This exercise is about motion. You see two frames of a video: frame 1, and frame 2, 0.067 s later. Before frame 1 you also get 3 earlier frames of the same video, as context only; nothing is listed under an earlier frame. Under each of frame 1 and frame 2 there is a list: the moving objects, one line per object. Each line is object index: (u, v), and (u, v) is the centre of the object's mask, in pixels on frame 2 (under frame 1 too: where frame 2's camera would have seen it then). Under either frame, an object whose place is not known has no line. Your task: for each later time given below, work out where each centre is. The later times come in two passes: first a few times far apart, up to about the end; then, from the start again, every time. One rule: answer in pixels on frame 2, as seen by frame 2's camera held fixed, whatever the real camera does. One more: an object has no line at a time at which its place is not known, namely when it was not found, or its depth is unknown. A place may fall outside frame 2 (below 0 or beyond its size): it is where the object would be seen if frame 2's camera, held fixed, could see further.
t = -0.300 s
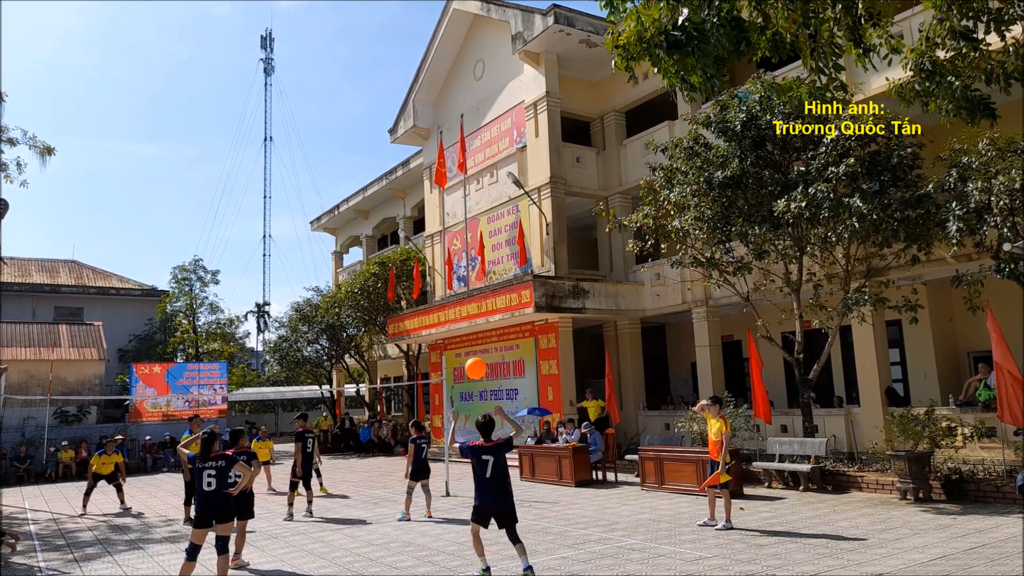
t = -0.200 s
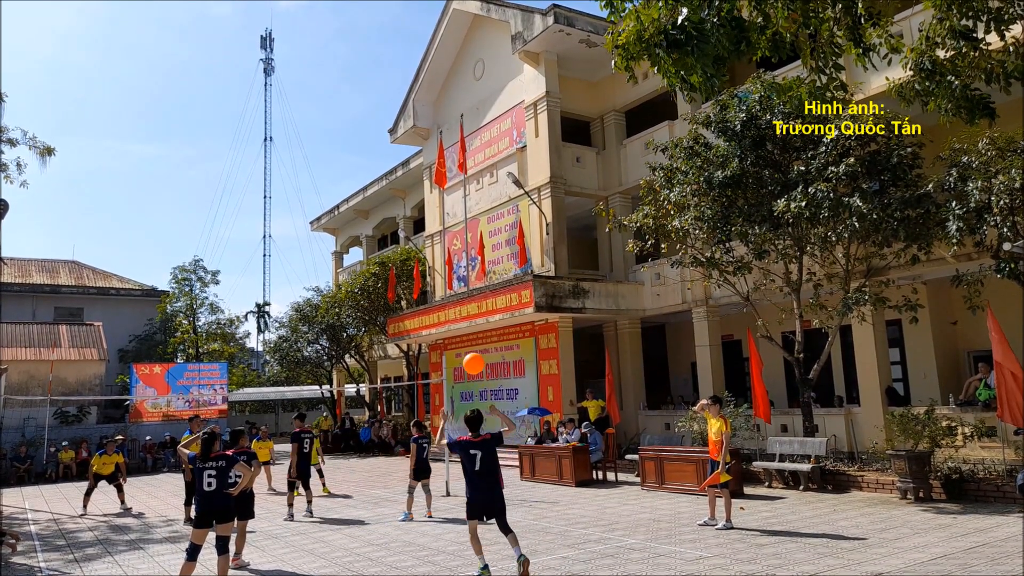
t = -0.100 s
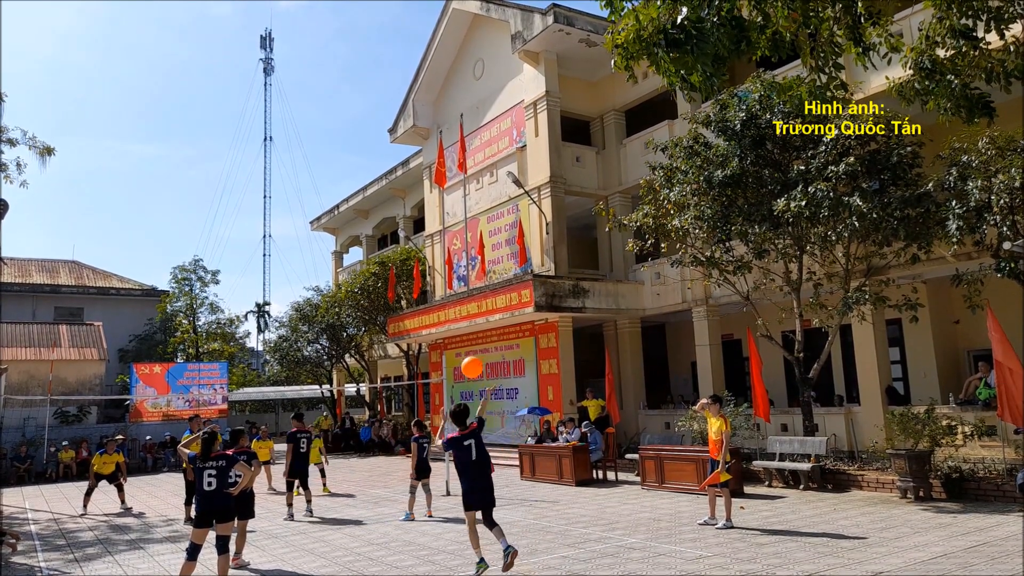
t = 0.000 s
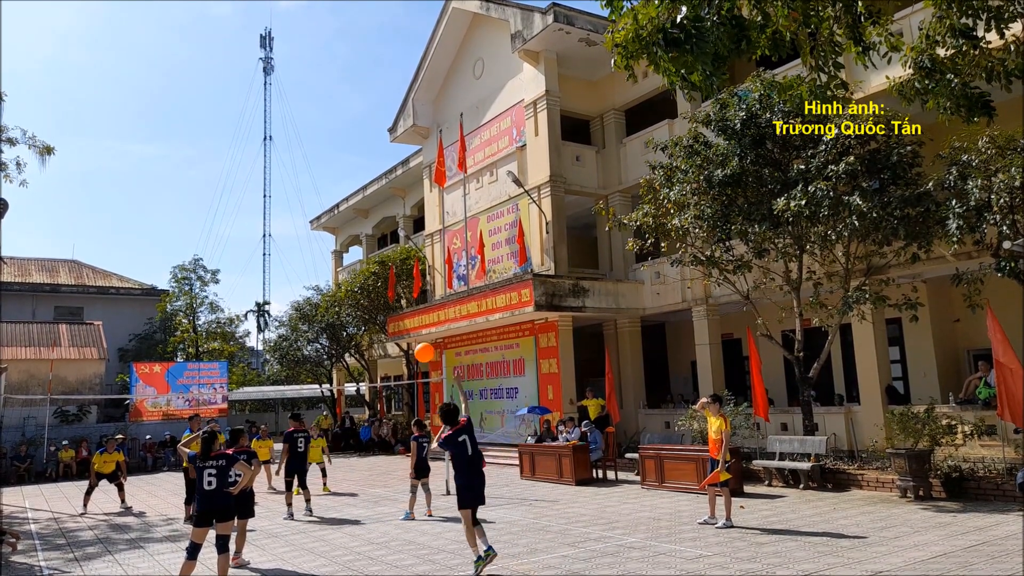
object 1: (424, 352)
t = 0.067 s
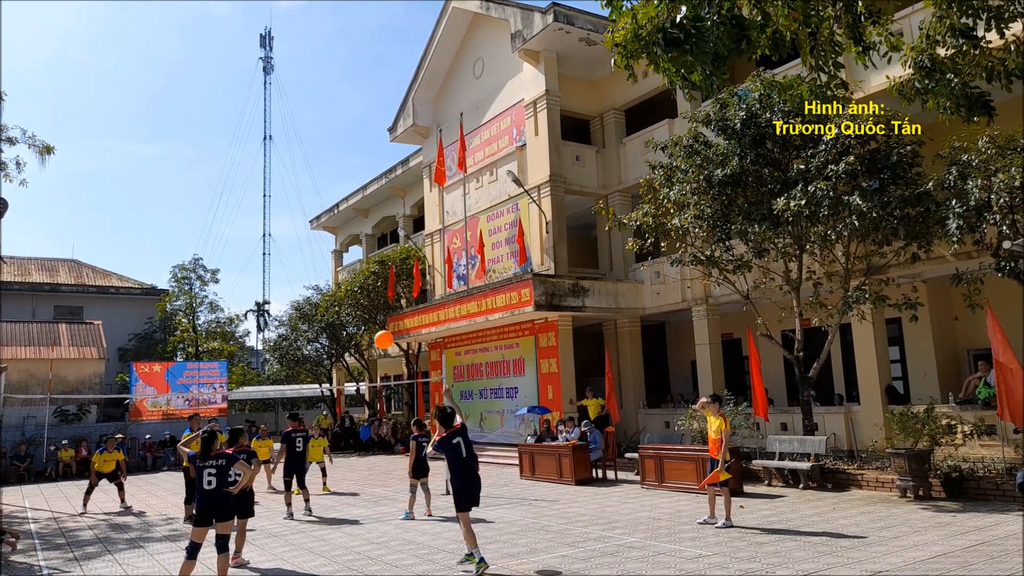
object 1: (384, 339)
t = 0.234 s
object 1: (307, 327)
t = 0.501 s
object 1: (229, 348)
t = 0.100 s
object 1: (366, 335)
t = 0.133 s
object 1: (349, 331)
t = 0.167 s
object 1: (334, 329)
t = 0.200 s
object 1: (320, 327)
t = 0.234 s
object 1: (307, 327)
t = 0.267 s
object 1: (294, 327)
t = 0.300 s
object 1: (284, 328)
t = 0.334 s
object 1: (274, 330)
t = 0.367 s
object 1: (264, 333)
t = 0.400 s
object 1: (255, 336)
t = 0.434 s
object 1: (246, 340)
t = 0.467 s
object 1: (237, 344)
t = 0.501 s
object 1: (229, 348)
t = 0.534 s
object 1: (222, 353)
